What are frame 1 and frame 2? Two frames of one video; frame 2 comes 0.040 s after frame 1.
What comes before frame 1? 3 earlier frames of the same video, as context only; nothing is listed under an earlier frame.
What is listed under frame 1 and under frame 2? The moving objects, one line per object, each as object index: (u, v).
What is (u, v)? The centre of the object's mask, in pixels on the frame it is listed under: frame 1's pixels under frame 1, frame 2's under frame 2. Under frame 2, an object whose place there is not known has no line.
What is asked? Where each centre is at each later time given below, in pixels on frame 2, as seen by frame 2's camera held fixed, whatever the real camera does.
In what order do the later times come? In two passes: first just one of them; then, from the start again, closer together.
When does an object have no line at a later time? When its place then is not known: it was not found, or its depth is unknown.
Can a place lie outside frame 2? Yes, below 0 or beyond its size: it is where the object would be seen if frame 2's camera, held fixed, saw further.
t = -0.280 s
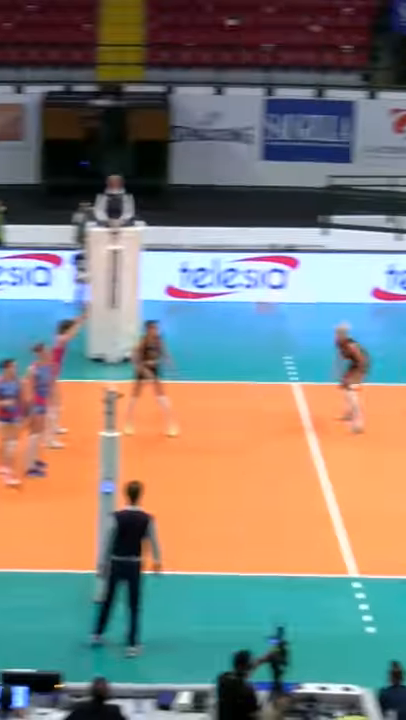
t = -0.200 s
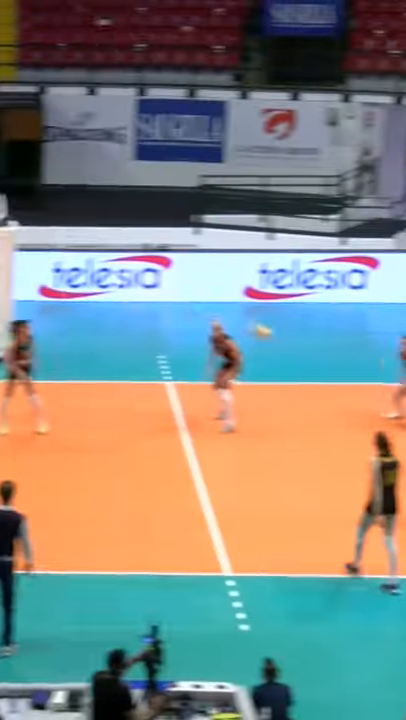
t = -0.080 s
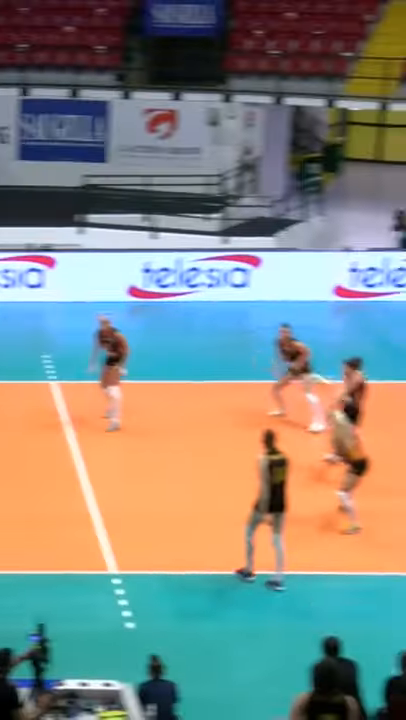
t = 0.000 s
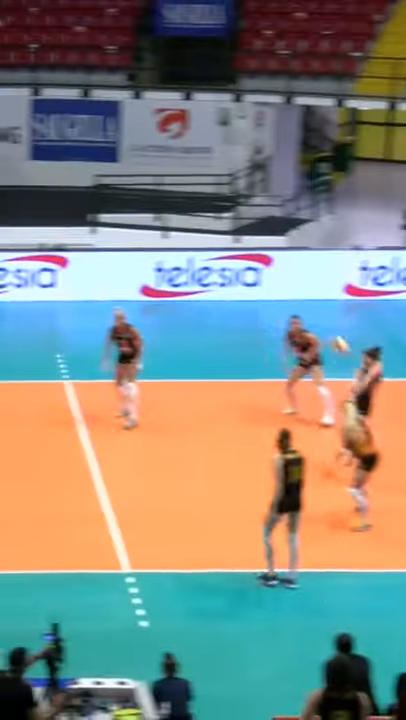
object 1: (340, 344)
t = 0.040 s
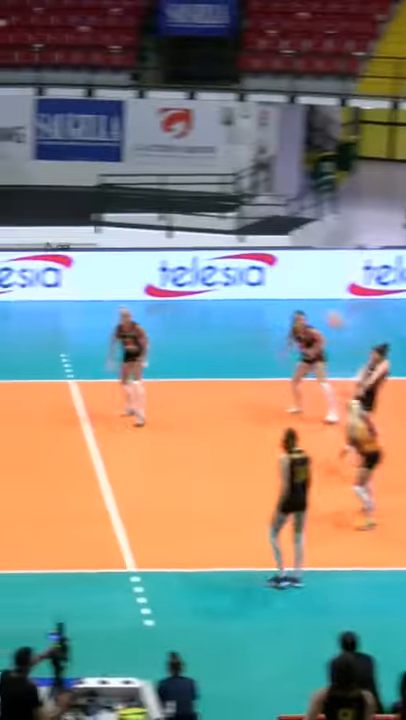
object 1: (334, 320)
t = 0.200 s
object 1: (309, 233)
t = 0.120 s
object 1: (321, 276)
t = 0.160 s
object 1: (314, 250)
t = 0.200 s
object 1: (309, 233)
